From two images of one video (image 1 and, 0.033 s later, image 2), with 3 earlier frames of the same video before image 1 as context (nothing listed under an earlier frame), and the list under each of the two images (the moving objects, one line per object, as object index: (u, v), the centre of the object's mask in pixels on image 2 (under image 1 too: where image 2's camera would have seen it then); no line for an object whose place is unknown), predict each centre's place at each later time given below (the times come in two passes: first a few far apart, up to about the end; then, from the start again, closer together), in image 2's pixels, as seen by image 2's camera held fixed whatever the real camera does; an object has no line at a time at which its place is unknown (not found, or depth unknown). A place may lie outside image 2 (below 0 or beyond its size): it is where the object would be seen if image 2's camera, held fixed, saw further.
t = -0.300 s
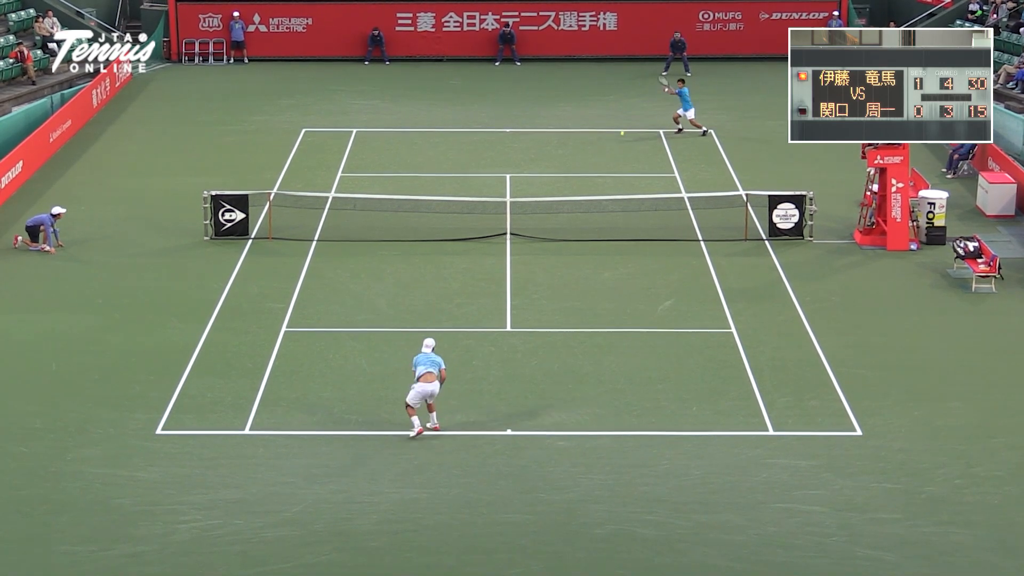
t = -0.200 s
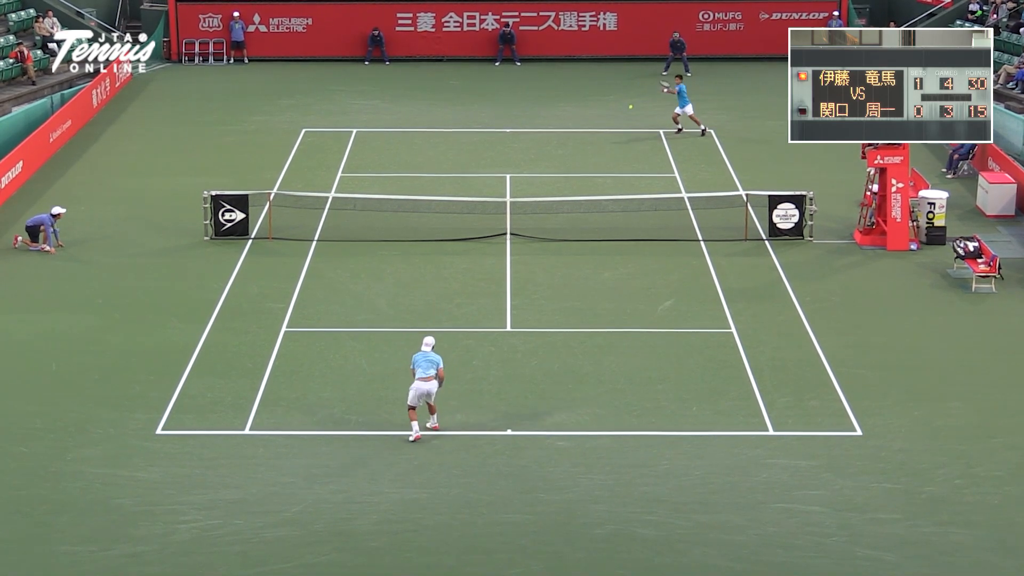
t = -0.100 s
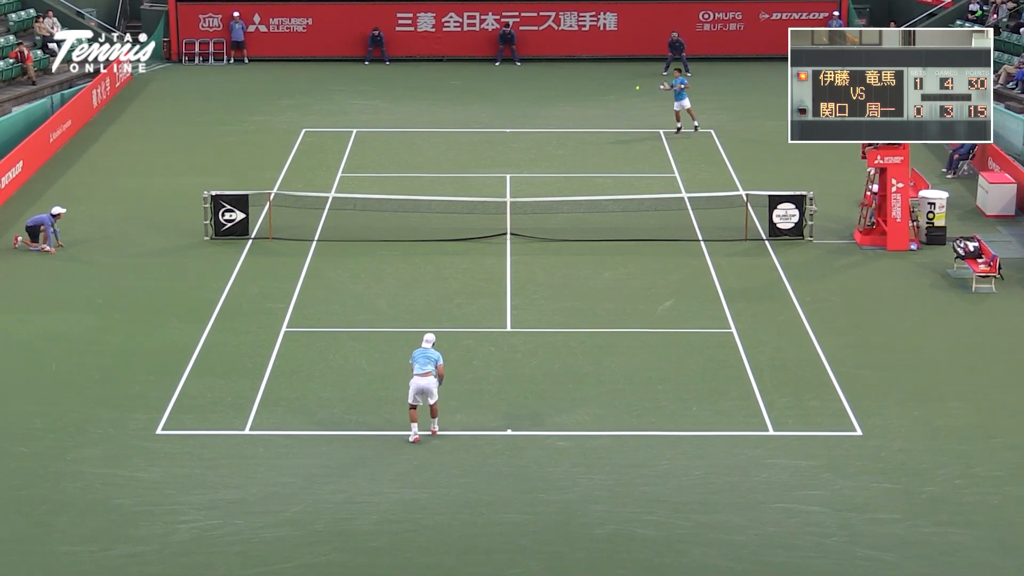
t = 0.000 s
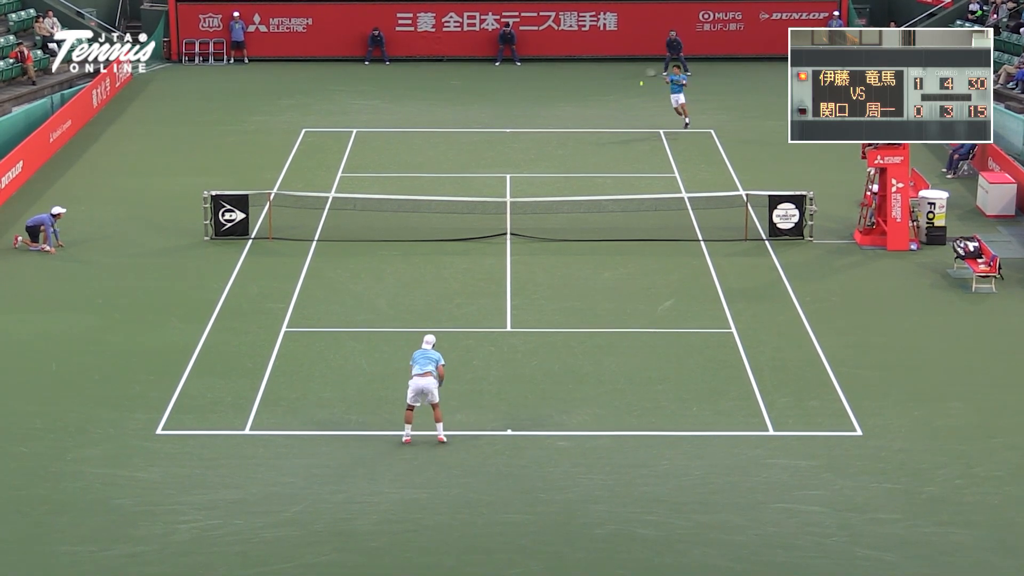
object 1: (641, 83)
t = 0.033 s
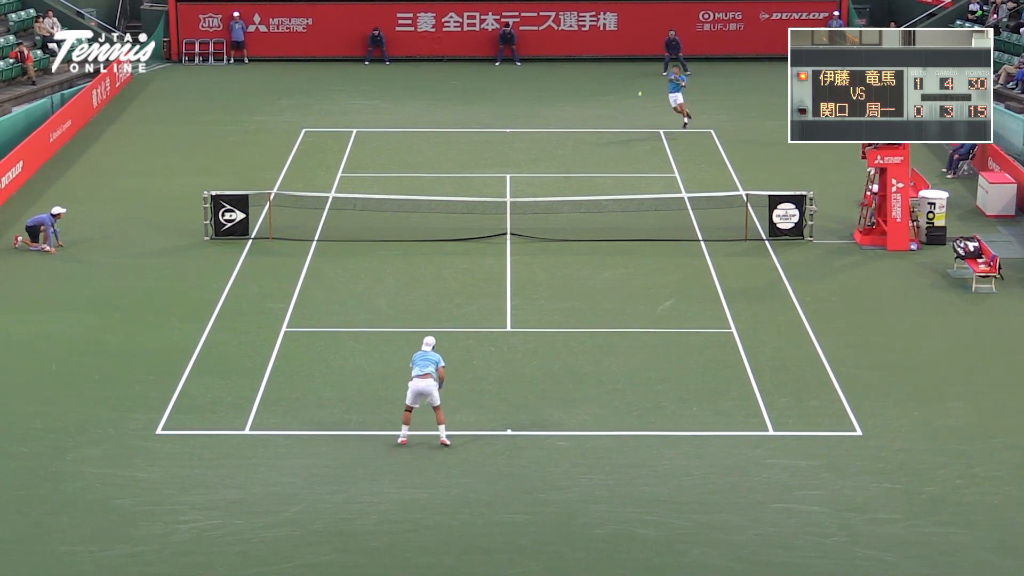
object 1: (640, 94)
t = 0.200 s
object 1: (630, 157)
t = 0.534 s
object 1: (595, 338)
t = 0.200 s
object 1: (630, 157)
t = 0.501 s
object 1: (598, 334)
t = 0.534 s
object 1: (595, 338)
